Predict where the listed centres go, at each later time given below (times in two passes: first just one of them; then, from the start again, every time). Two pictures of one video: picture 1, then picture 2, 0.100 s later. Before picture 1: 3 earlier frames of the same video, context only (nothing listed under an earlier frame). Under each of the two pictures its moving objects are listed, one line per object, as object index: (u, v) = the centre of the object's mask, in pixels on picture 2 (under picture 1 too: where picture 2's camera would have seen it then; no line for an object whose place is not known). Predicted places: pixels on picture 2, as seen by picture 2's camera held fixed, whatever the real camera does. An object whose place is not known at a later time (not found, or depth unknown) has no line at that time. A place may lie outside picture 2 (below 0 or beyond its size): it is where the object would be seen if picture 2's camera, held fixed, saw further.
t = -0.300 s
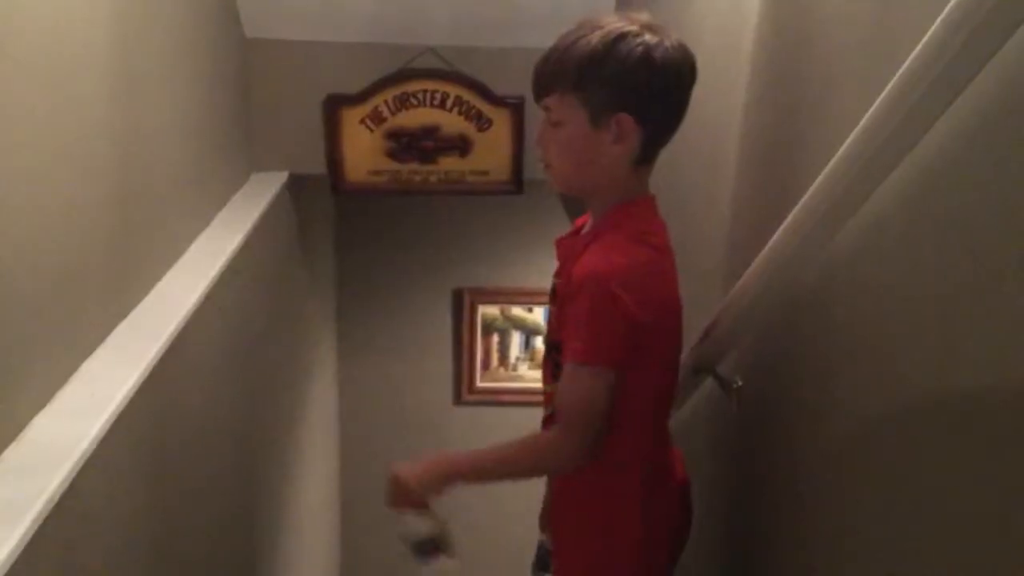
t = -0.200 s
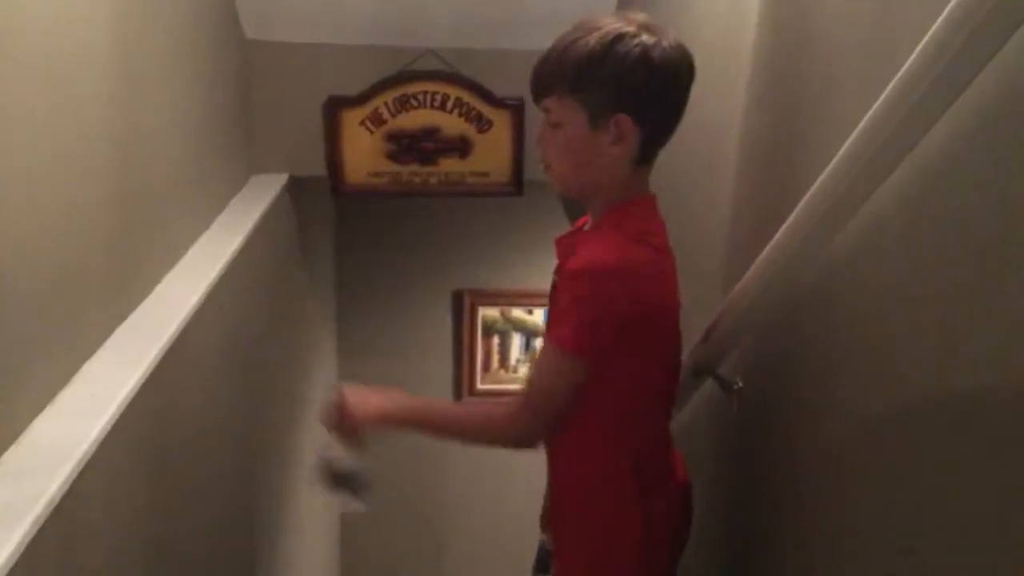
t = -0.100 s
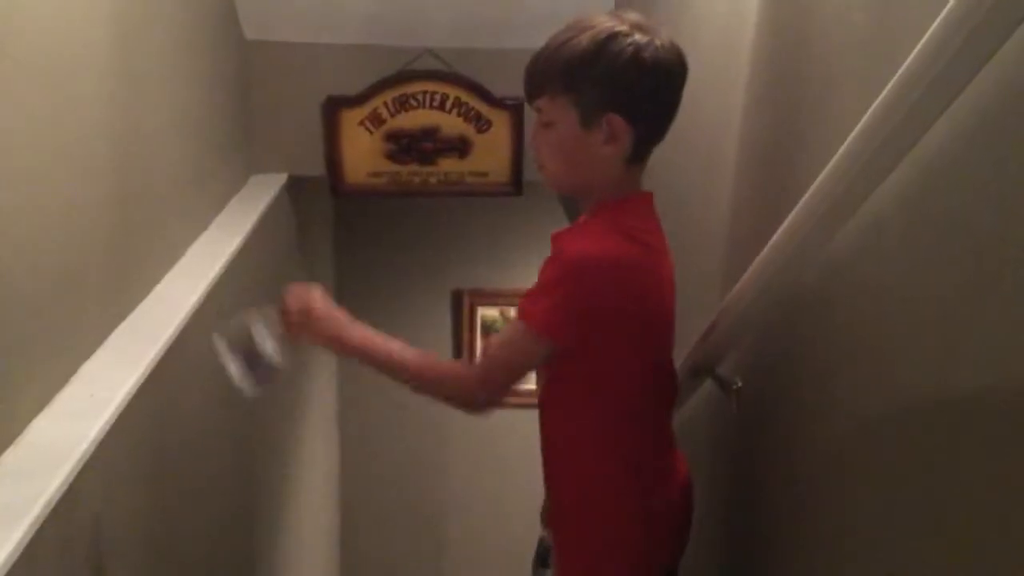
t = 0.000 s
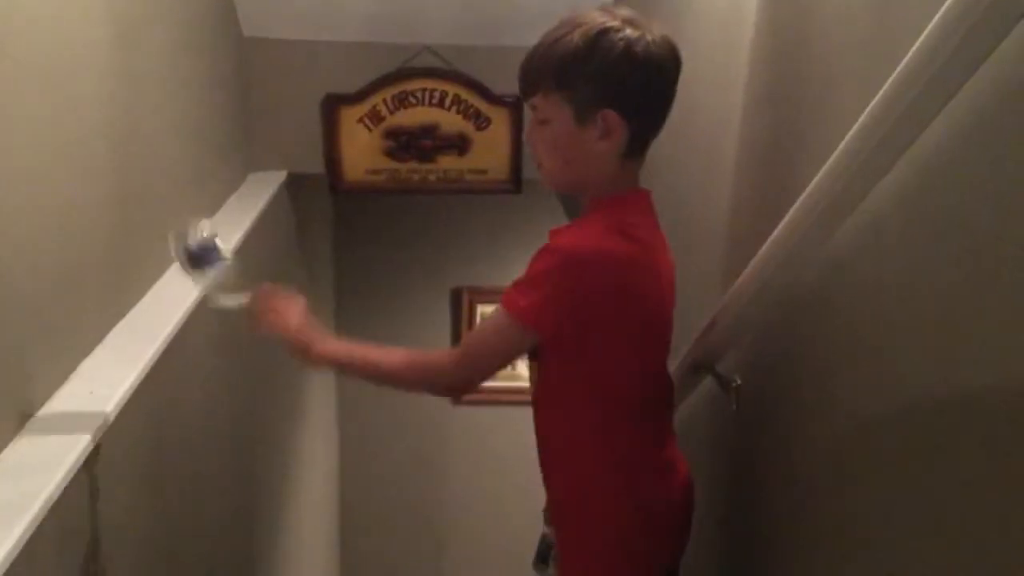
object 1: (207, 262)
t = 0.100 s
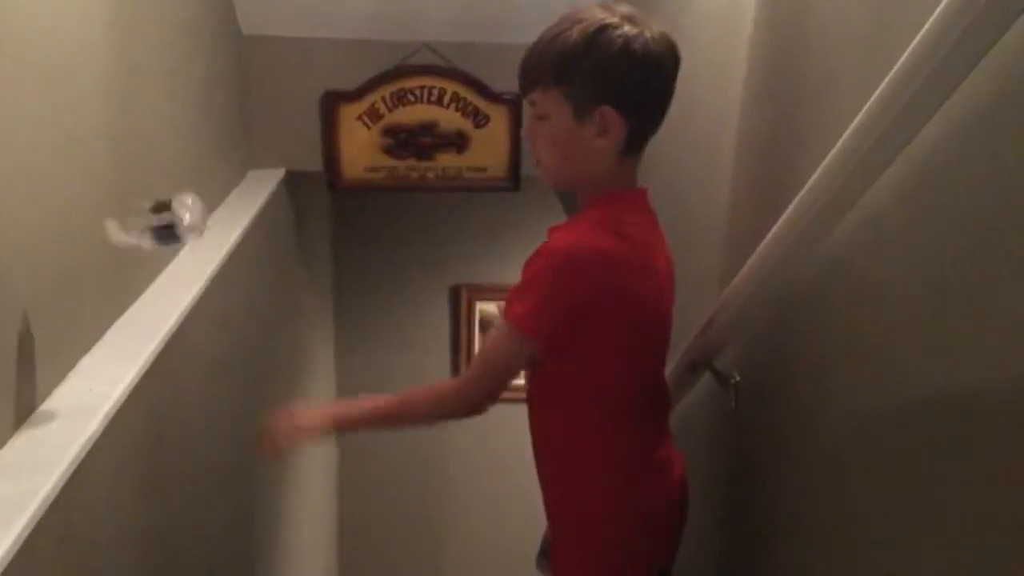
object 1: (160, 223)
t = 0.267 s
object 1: (120, 317)
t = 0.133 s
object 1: (150, 227)
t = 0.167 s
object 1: (141, 239)
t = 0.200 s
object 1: (132, 259)
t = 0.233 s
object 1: (125, 285)
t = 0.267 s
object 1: (120, 317)
